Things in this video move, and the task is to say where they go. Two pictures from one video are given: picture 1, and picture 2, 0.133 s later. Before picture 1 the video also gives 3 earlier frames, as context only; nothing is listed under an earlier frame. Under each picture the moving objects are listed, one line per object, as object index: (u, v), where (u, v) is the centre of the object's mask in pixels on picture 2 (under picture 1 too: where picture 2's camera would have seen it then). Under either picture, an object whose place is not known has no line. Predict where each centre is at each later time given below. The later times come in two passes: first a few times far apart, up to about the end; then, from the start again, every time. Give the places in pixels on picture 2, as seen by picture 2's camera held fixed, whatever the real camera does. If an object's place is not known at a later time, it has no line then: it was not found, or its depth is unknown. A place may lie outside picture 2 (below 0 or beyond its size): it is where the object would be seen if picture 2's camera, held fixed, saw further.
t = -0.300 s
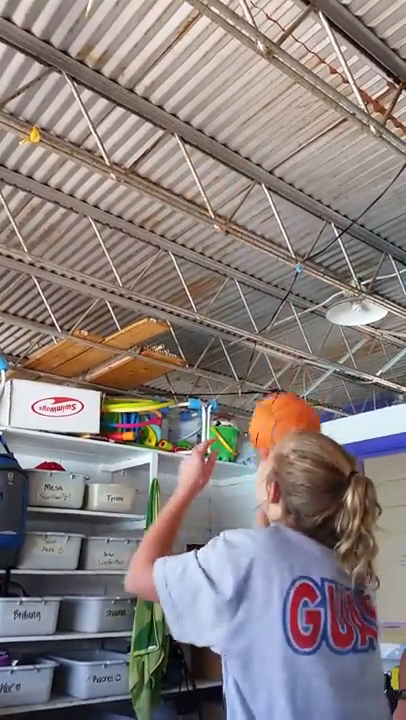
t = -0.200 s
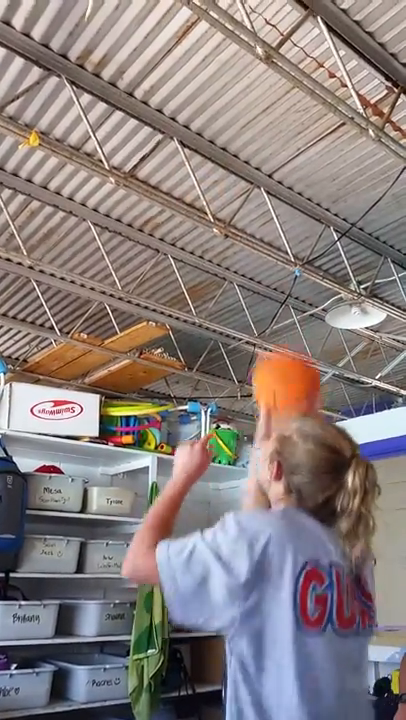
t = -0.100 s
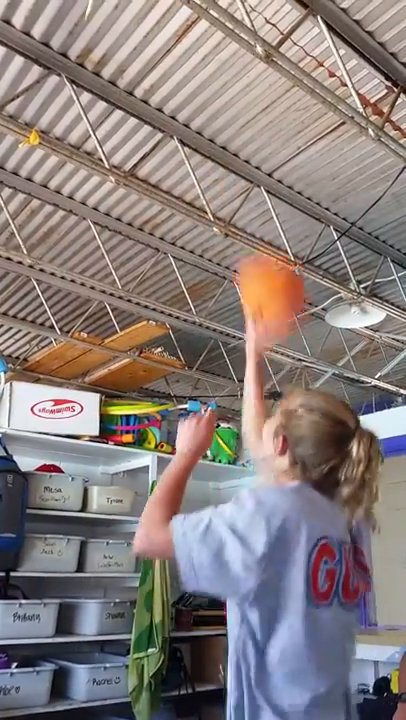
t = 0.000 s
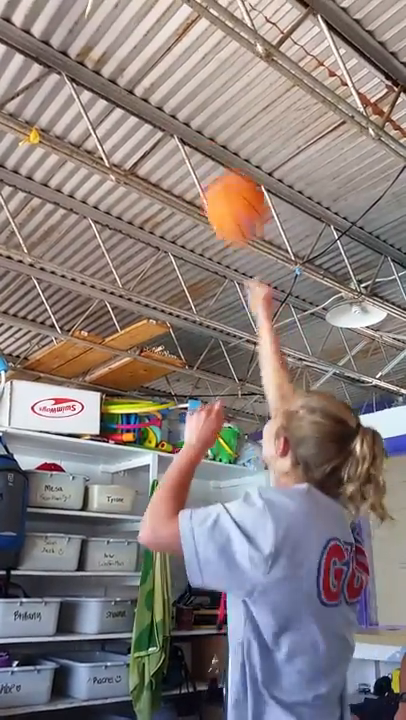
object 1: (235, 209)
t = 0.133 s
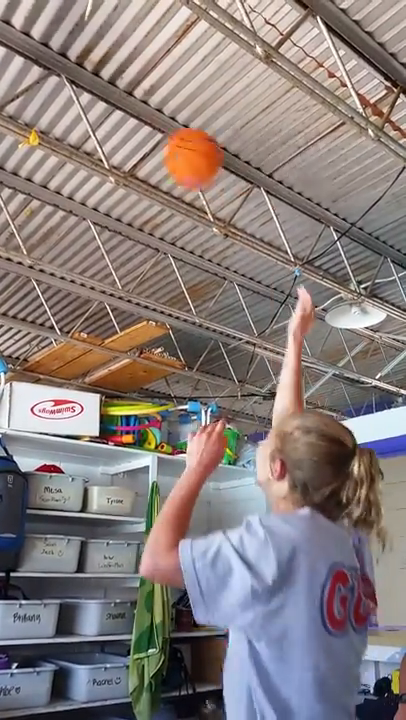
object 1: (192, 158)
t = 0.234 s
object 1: (185, 160)
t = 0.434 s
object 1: (219, 214)
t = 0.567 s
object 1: (251, 302)
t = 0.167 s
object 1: (183, 154)
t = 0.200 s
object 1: (182, 155)
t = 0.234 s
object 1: (185, 160)
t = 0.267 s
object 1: (189, 171)
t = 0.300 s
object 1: (193, 181)
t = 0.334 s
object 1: (198, 186)
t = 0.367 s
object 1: (205, 192)
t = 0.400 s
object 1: (212, 201)
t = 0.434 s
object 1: (219, 214)
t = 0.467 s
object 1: (226, 231)
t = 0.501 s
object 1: (234, 251)
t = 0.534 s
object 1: (241, 275)
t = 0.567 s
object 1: (251, 302)
